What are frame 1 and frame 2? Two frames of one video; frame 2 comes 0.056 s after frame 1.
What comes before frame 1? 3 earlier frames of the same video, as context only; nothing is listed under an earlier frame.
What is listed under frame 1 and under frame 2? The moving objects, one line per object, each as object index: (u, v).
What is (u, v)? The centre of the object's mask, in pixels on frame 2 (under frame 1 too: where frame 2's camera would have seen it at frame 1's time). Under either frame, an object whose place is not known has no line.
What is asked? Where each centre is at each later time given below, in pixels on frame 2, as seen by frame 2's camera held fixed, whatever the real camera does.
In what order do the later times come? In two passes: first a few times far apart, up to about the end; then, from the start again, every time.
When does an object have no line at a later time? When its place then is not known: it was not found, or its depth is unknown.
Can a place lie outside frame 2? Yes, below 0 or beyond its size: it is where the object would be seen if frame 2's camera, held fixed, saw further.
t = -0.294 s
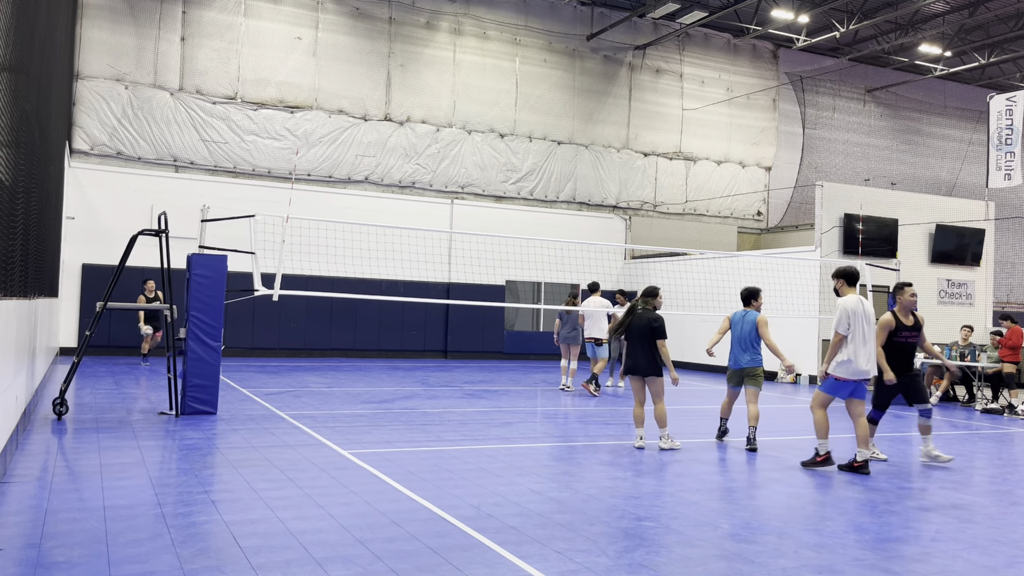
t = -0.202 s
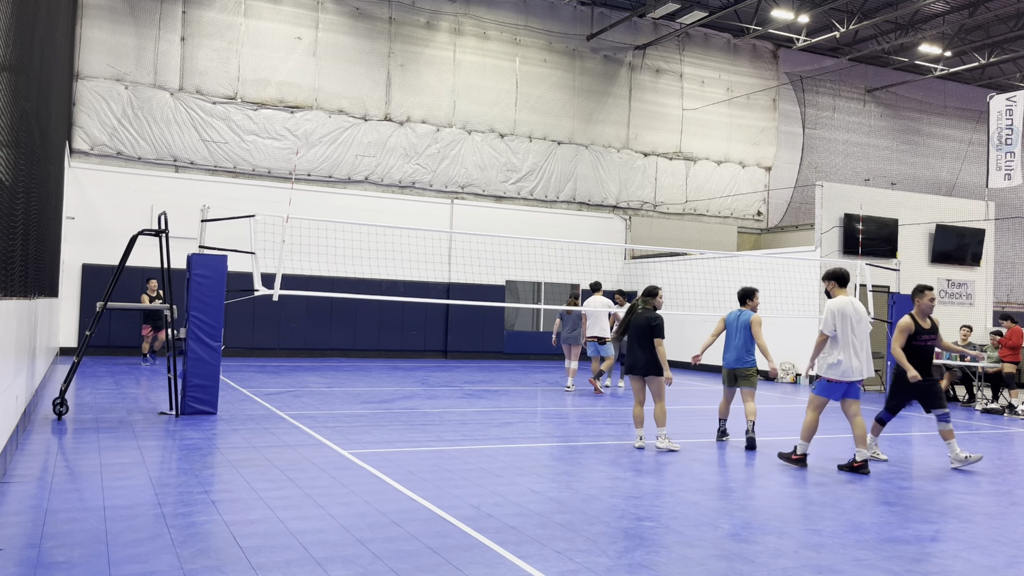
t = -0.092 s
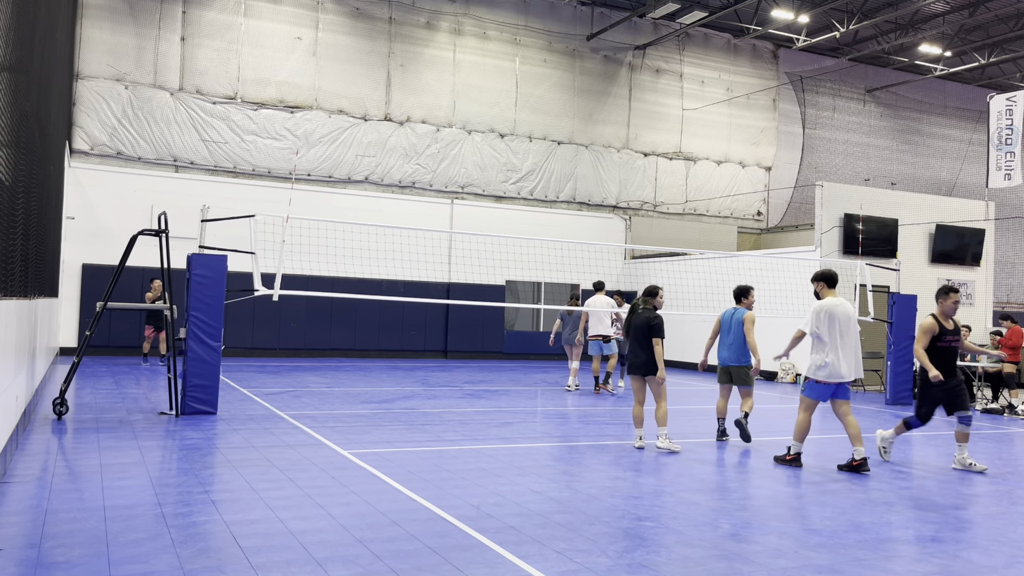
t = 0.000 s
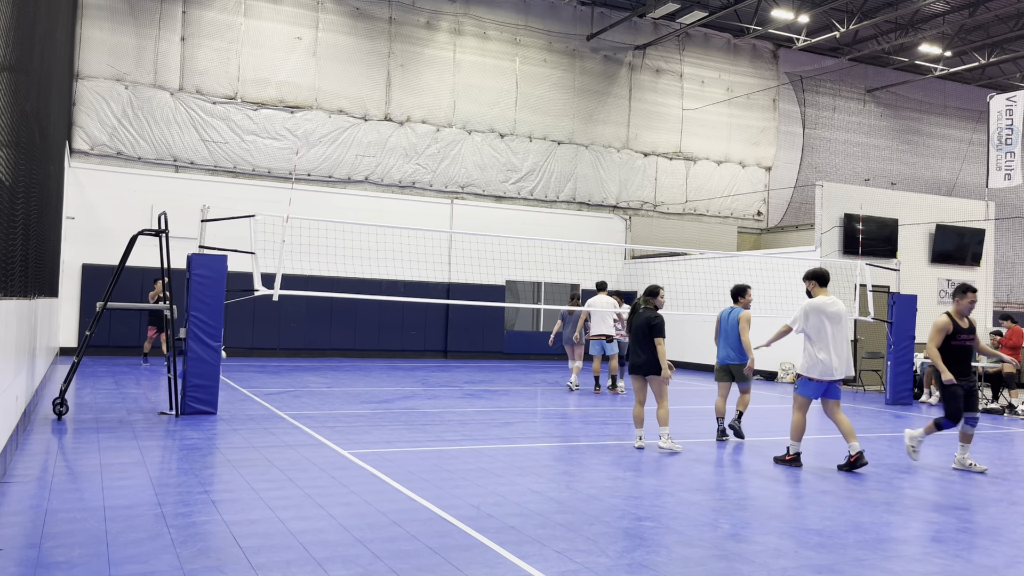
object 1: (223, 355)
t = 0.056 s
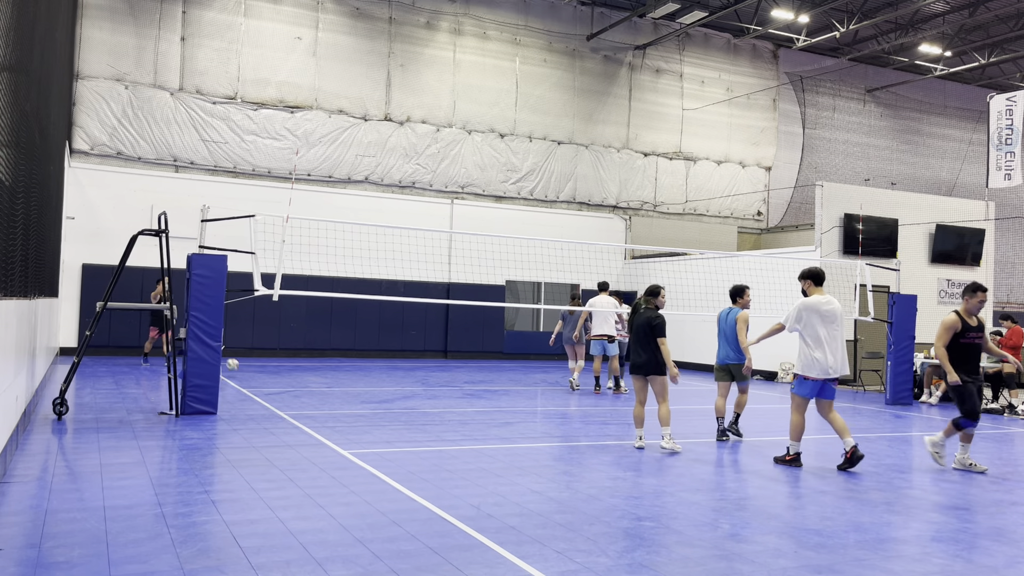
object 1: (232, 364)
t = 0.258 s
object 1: (281, 354)
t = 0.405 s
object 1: (310, 354)
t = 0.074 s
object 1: (241, 371)
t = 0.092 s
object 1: (244, 370)
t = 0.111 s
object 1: (248, 368)
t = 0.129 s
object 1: (252, 365)
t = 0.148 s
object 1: (256, 363)
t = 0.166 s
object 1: (259, 362)
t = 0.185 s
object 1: (262, 360)
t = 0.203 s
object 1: (266, 359)
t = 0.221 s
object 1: (269, 357)
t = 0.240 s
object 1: (273, 356)
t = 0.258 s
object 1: (281, 354)
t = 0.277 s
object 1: (284, 353)
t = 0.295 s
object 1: (288, 353)
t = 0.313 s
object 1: (291, 353)
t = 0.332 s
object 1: (295, 353)
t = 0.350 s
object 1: (299, 353)
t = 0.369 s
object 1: (302, 353)
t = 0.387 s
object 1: (306, 353)
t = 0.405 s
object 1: (310, 354)
